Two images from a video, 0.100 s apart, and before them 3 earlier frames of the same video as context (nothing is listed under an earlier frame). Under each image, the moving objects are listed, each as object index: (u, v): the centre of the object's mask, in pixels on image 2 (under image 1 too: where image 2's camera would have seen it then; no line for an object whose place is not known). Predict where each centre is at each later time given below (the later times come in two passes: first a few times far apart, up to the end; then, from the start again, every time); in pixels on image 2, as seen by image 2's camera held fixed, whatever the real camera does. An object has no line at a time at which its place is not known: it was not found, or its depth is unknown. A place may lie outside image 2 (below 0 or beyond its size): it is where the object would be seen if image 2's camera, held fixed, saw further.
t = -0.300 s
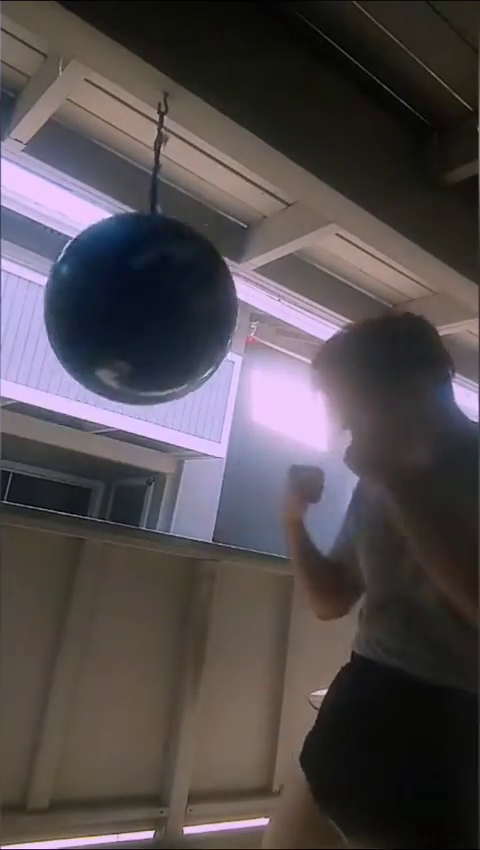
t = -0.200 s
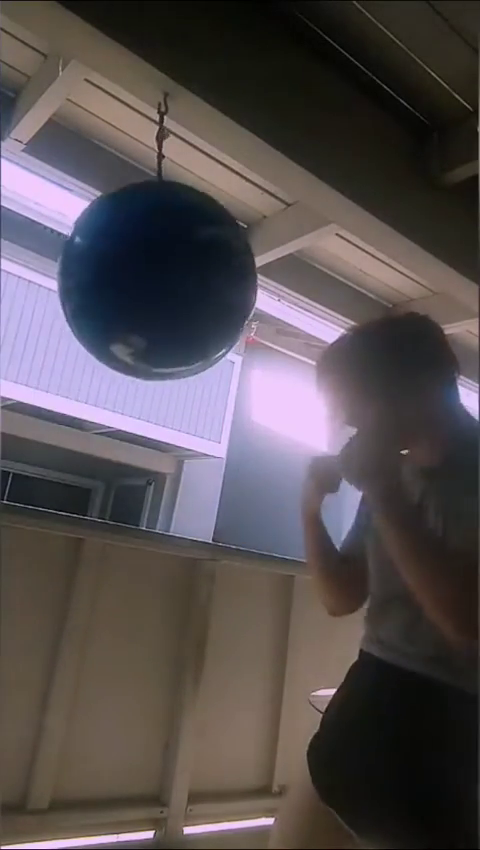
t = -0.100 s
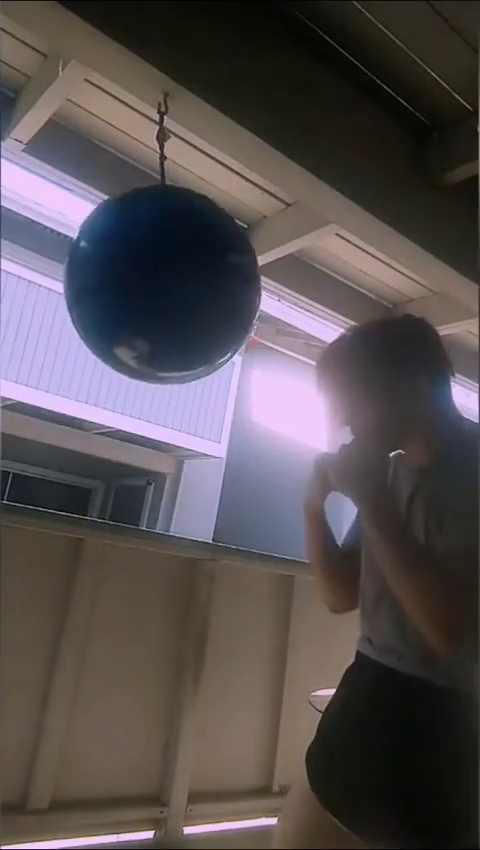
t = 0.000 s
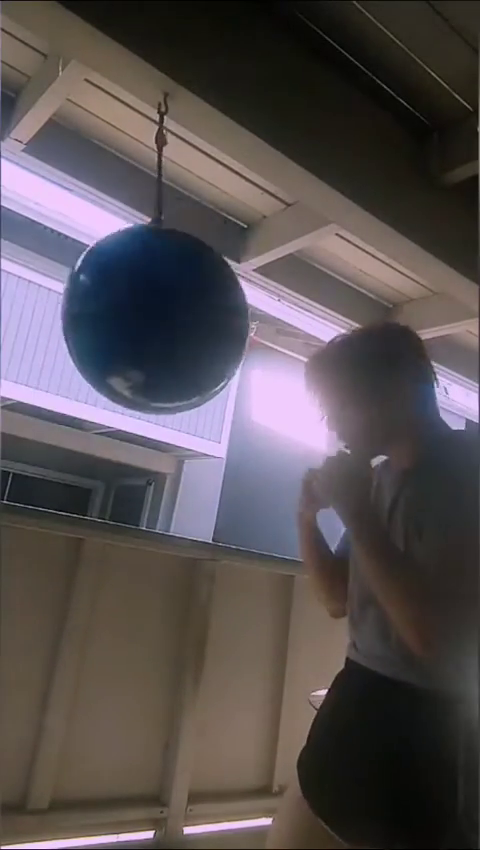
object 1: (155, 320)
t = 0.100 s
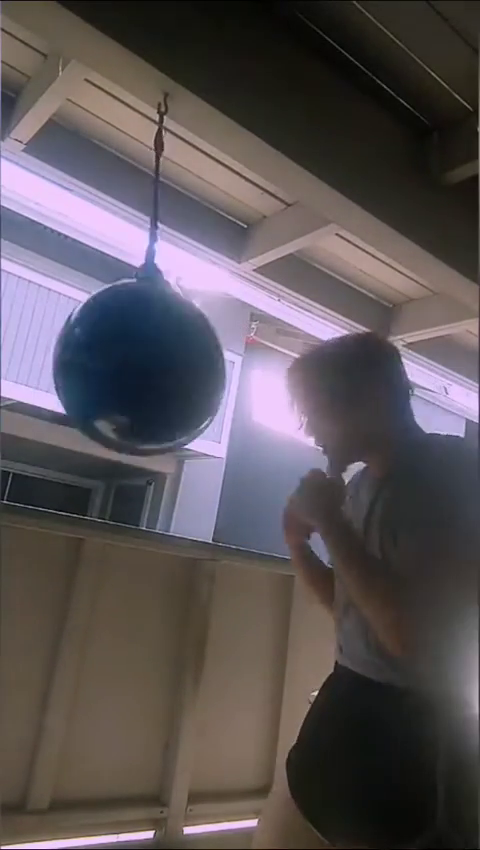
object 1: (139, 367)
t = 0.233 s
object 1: (116, 414)
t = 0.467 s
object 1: (89, 423)
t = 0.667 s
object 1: (80, 399)
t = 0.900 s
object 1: (73, 397)
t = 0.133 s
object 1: (133, 385)
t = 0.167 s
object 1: (127, 398)
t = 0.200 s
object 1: (122, 404)
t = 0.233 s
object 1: (116, 414)
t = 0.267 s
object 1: (110, 421)
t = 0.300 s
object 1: (105, 425)
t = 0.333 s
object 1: (101, 429)
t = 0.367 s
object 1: (97, 430)
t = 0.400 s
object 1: (94, 429)
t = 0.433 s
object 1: (91, 427)
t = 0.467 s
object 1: (89, 423)
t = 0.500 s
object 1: (87, 420)
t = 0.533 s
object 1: (85, 416)
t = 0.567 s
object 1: (84, 411)
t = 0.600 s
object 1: (83, 407)
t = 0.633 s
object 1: (82, 402)
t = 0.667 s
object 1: (80, 399)
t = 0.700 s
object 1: (79, 396)
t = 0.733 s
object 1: (78, 394)
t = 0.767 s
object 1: (77, 393)
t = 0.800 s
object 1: (76, 394)
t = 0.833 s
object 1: (75, 395)
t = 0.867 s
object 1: (74, 394)
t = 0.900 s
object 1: (73, 397)
